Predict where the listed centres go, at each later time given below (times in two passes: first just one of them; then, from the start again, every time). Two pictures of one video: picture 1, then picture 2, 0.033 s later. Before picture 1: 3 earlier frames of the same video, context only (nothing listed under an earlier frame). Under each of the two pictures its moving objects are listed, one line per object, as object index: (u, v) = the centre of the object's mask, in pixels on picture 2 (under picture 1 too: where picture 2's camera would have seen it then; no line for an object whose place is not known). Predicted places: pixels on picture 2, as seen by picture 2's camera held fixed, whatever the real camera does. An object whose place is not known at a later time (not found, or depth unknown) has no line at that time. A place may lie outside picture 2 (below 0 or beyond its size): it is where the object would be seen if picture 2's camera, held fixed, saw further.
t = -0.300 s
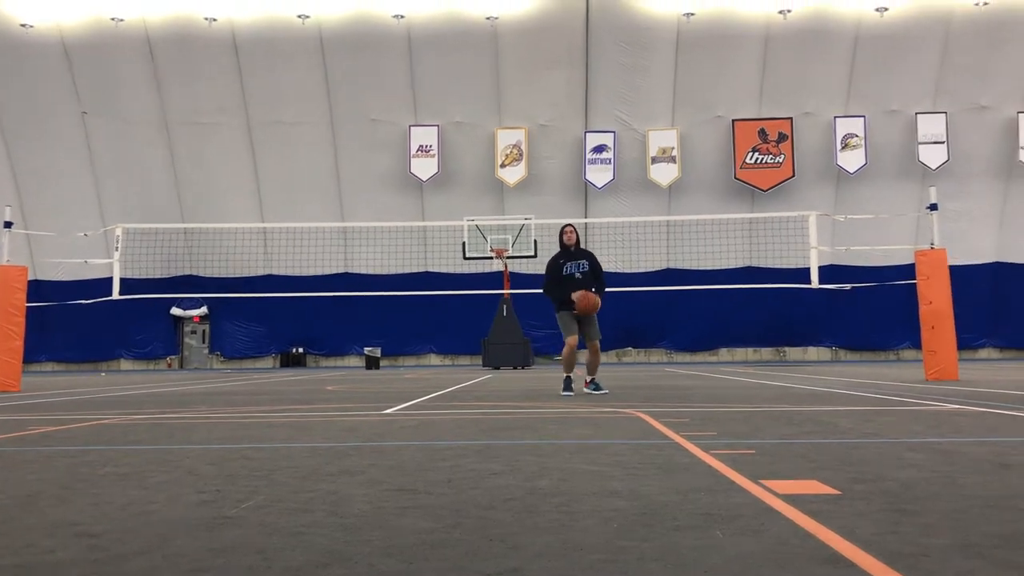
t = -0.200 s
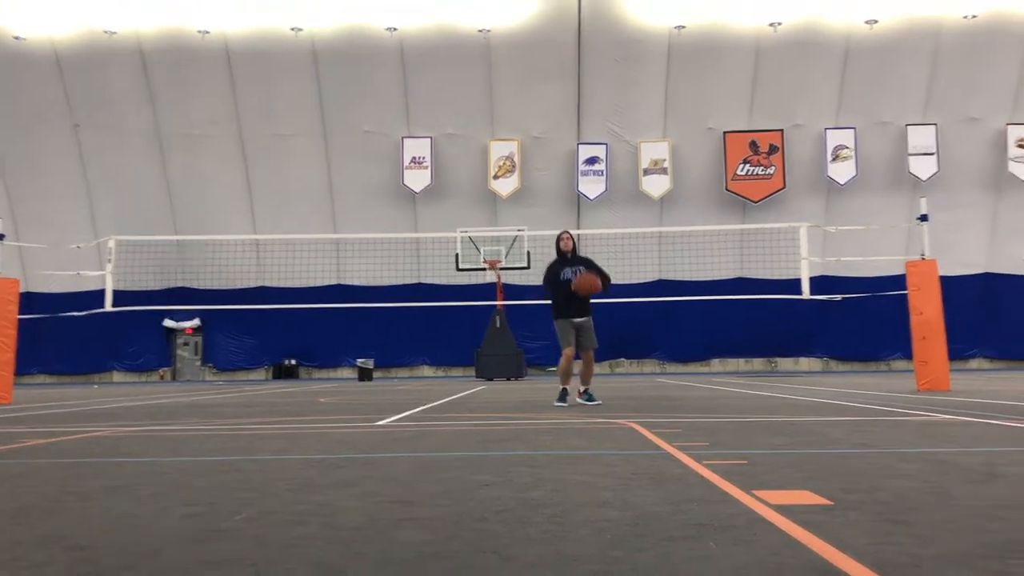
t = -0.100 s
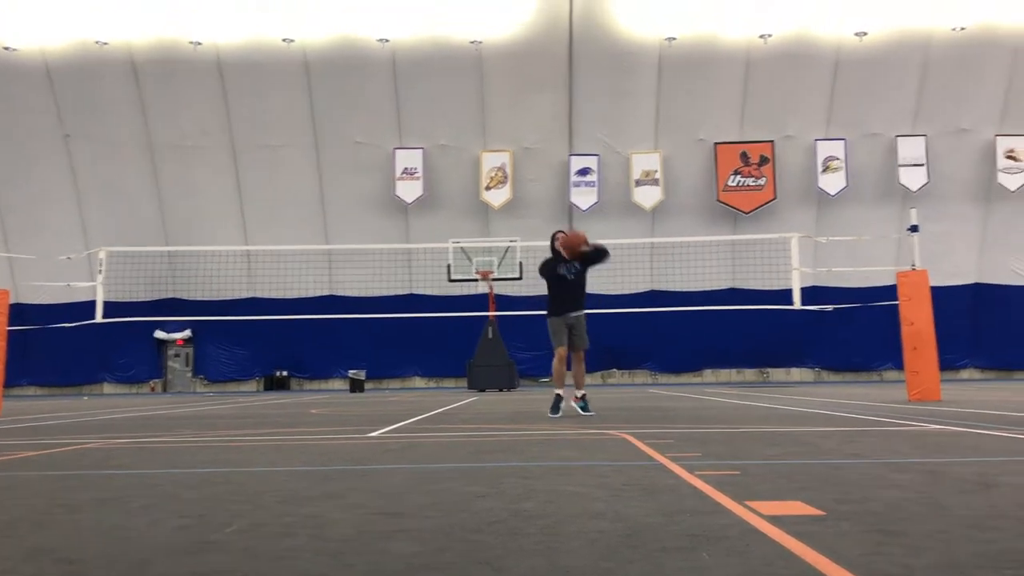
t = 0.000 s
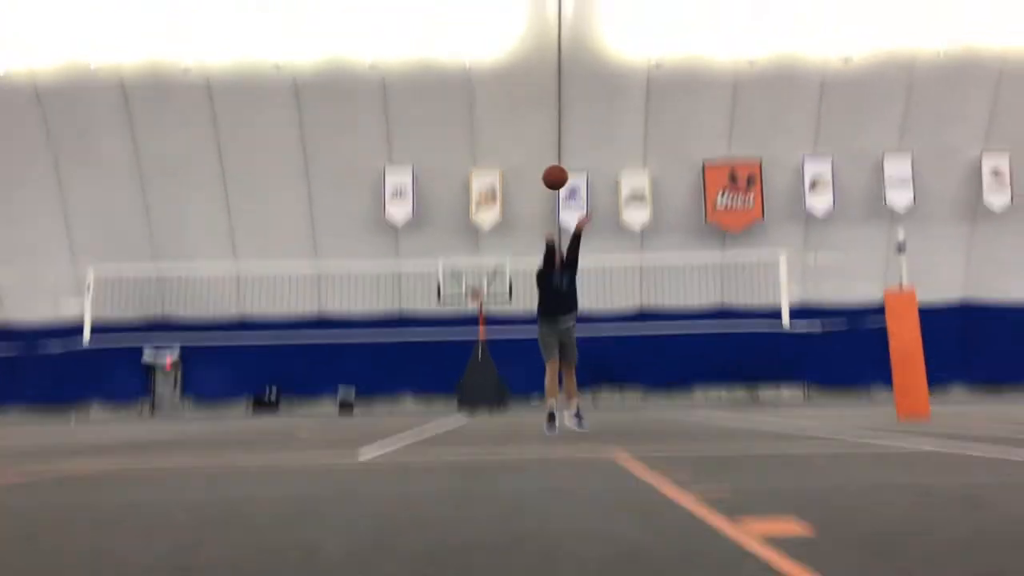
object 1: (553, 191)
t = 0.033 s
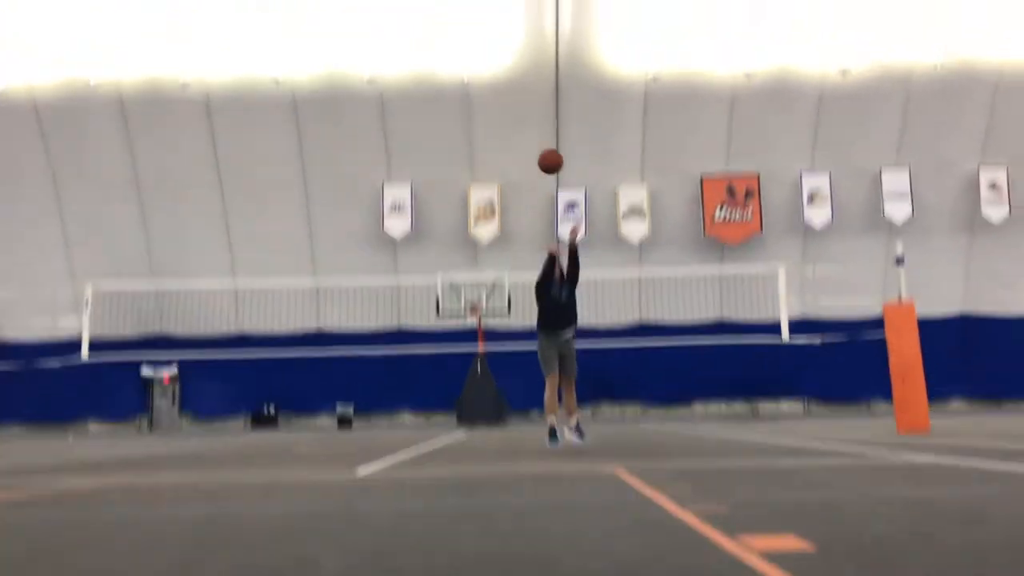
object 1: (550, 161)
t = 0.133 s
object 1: (541, 70)
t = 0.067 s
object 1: (547, 129)
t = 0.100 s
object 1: (544, 101)
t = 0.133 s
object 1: (541, 70)
